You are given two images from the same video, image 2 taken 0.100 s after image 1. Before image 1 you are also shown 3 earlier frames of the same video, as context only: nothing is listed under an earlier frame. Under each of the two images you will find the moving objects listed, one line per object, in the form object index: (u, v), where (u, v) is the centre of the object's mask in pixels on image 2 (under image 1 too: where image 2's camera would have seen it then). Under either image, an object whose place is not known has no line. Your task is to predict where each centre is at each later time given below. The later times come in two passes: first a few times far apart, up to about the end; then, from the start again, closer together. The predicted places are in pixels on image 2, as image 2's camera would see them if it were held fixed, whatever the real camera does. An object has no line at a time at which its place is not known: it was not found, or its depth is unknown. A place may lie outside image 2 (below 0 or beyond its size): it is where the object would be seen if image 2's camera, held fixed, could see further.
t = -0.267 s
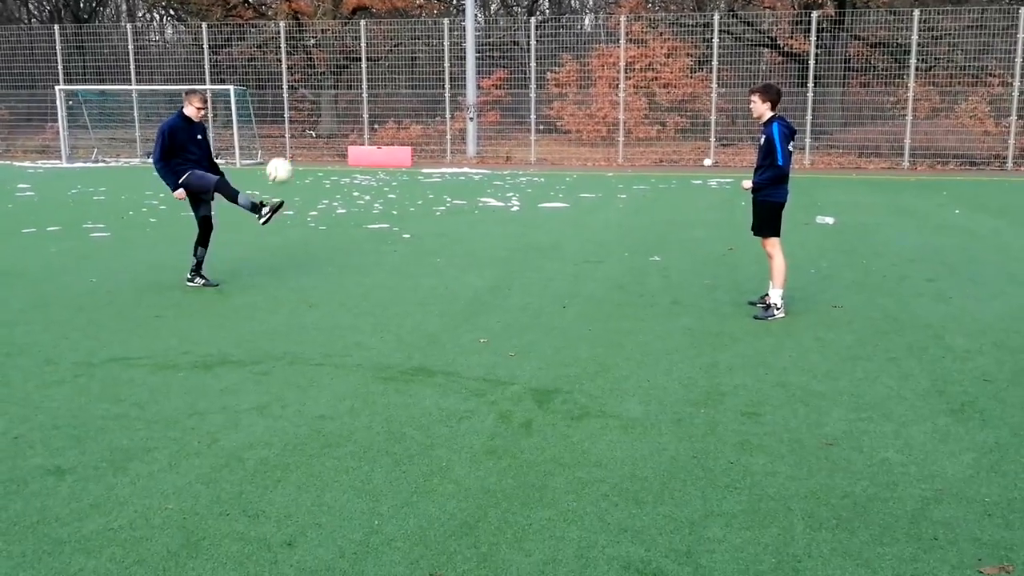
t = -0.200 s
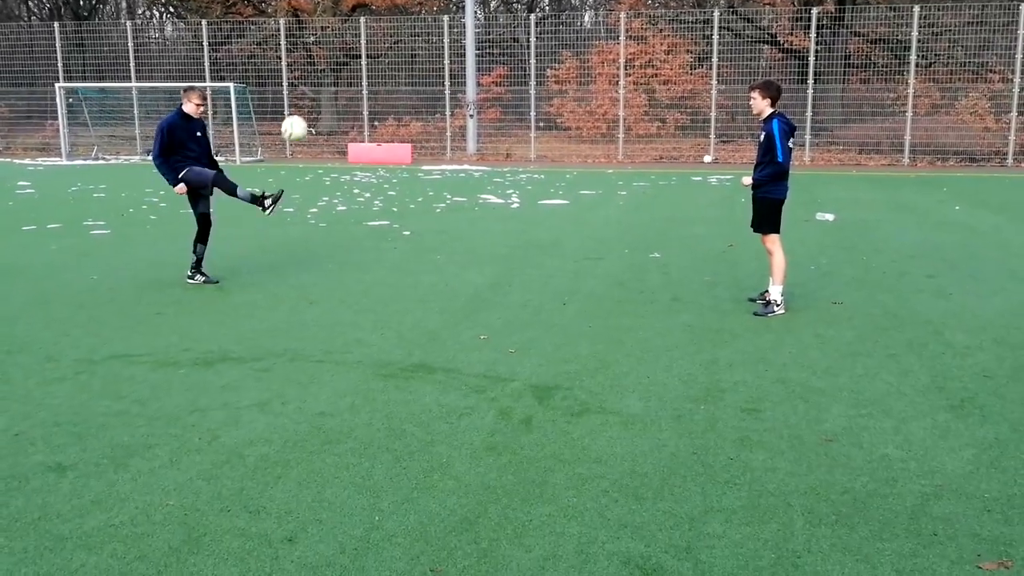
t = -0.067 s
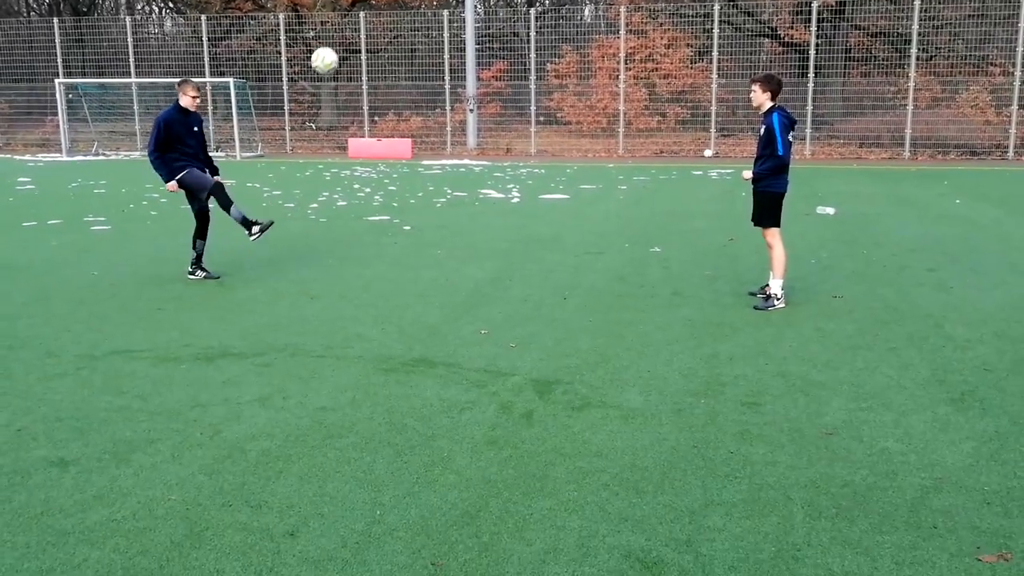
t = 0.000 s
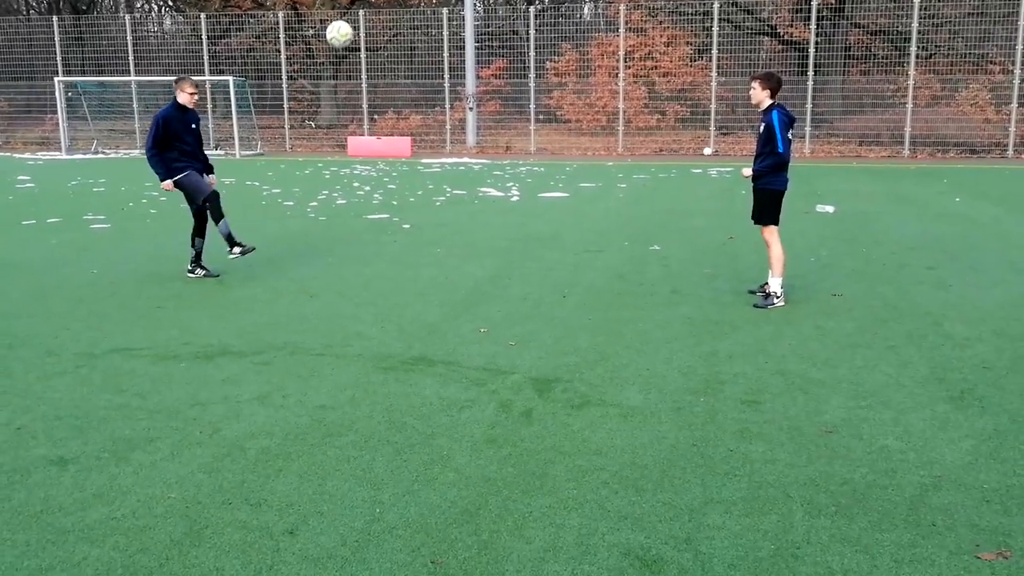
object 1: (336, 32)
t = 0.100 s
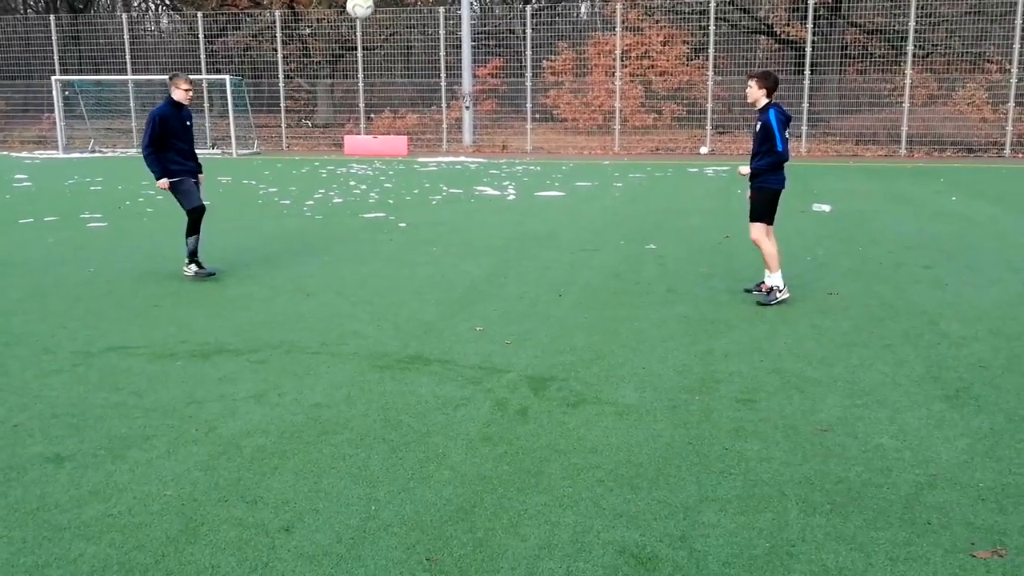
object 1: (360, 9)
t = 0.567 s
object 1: (473, 42)
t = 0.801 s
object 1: (530, 161)
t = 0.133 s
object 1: (367, 6)
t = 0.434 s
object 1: (441, 8)
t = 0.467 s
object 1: (448, 11)
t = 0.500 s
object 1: (456, 19)
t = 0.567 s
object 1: (473, 42)
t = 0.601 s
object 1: (482, 56)
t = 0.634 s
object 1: (489, 70)
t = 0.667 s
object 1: (496, 86)
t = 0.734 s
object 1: (512, 122)
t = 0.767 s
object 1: (520, 141)
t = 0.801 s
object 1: (530, 161)
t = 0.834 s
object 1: (539, 182)
